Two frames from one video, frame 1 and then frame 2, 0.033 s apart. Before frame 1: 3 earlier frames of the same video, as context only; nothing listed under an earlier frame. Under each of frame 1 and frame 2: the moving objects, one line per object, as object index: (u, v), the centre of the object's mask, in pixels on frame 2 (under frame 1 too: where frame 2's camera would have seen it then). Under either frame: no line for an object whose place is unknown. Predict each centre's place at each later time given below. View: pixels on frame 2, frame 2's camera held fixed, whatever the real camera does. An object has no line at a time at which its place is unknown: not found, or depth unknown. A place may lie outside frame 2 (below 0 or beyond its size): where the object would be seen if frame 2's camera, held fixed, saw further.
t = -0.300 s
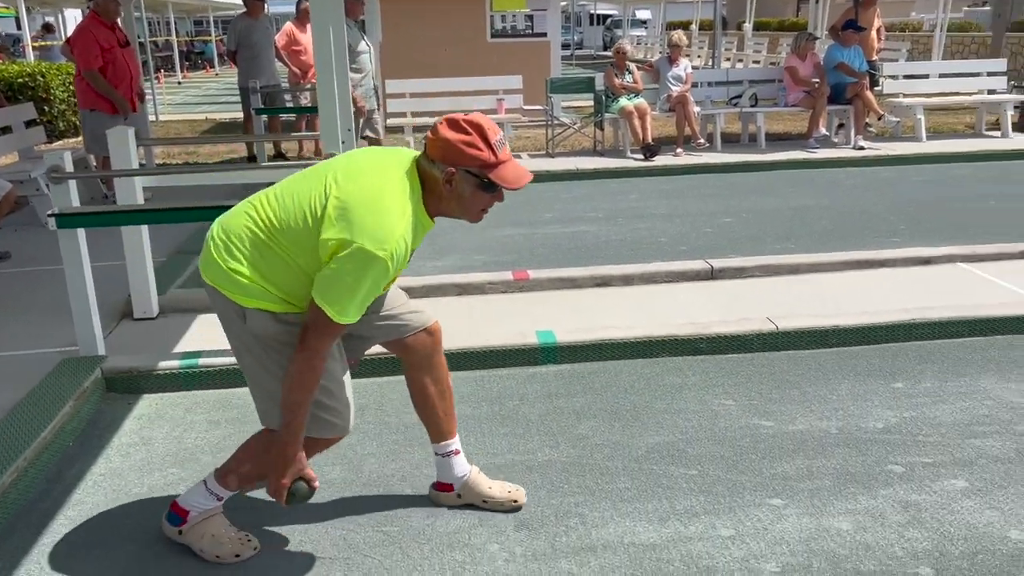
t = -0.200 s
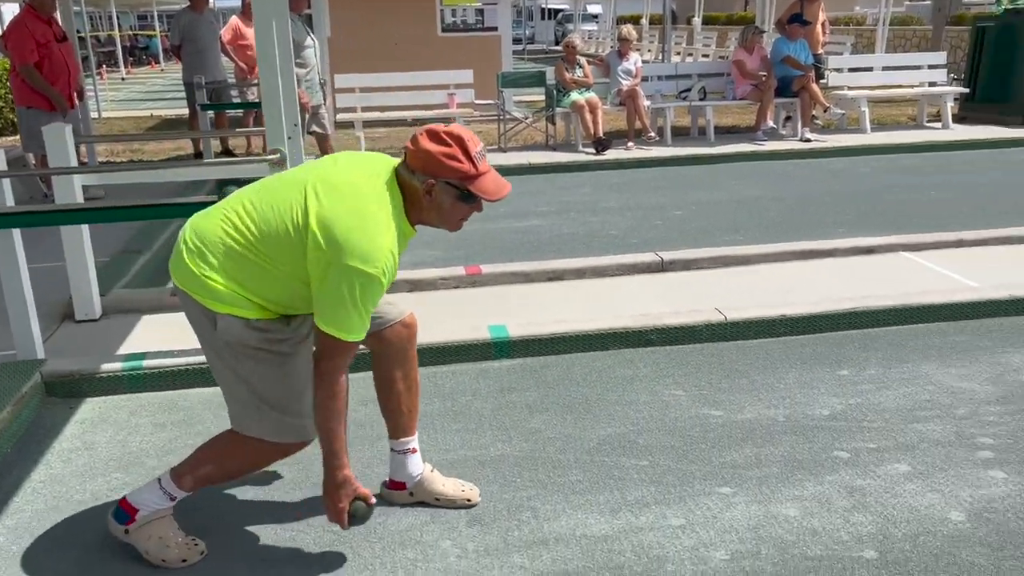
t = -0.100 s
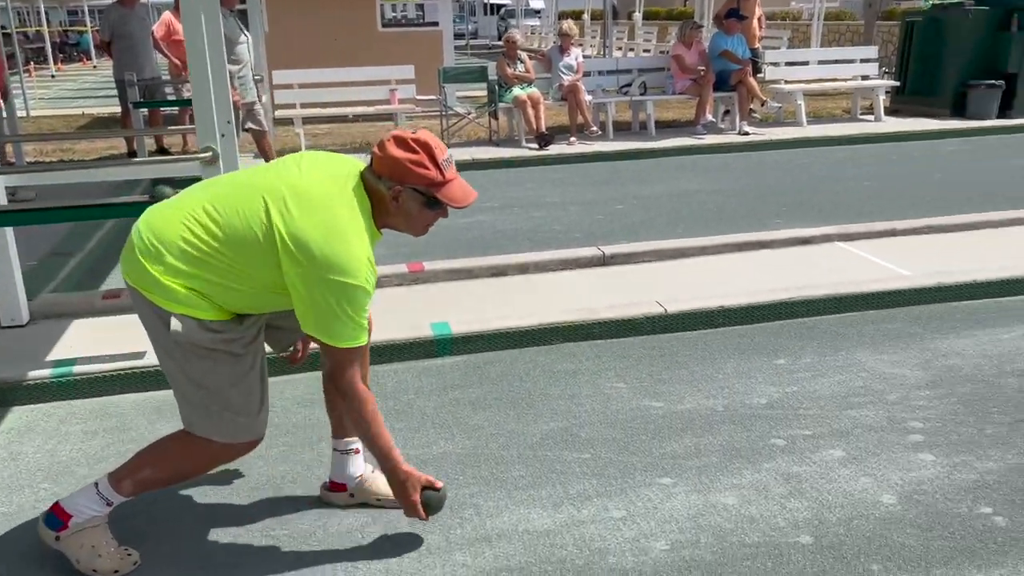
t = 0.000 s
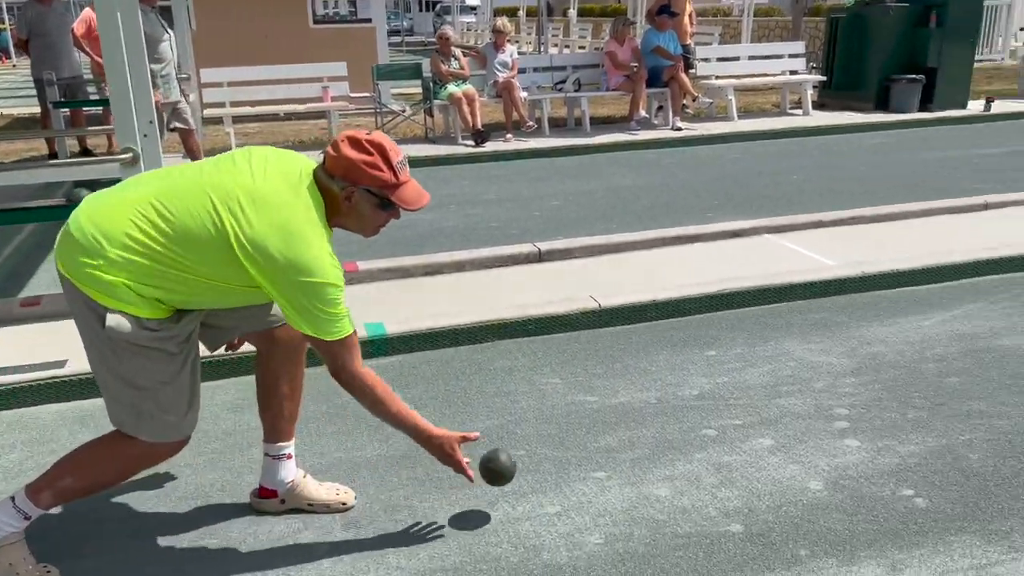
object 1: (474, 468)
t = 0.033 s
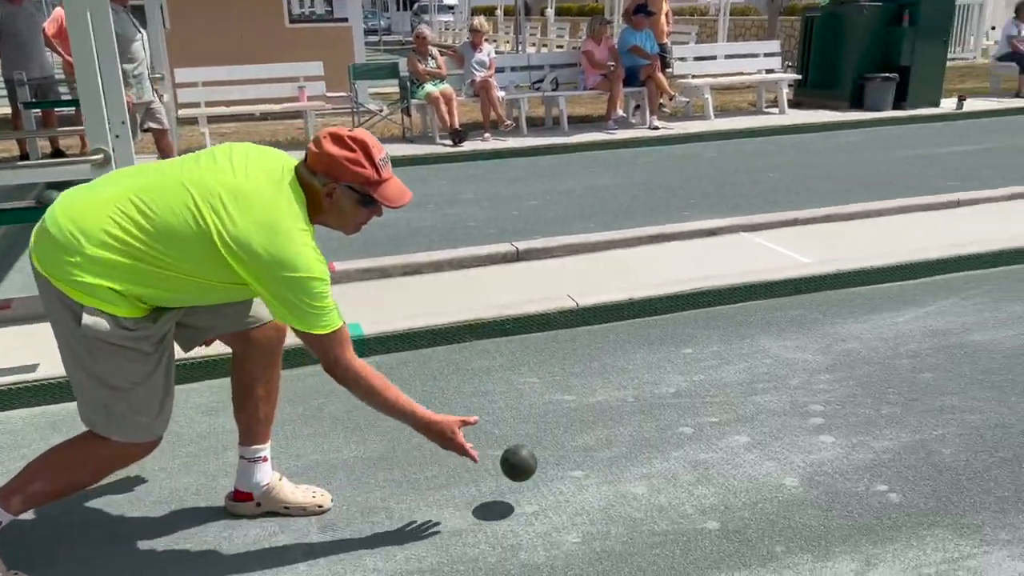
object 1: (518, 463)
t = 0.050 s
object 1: (540, 462)
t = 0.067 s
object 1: (561, 462)
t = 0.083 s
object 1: (582, 462)
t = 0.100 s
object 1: (603, 464)
